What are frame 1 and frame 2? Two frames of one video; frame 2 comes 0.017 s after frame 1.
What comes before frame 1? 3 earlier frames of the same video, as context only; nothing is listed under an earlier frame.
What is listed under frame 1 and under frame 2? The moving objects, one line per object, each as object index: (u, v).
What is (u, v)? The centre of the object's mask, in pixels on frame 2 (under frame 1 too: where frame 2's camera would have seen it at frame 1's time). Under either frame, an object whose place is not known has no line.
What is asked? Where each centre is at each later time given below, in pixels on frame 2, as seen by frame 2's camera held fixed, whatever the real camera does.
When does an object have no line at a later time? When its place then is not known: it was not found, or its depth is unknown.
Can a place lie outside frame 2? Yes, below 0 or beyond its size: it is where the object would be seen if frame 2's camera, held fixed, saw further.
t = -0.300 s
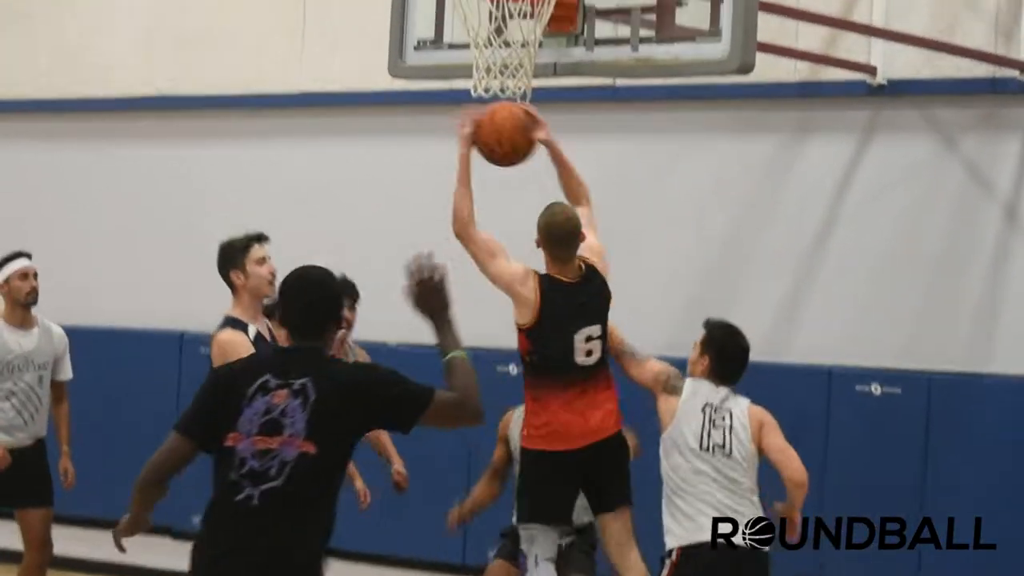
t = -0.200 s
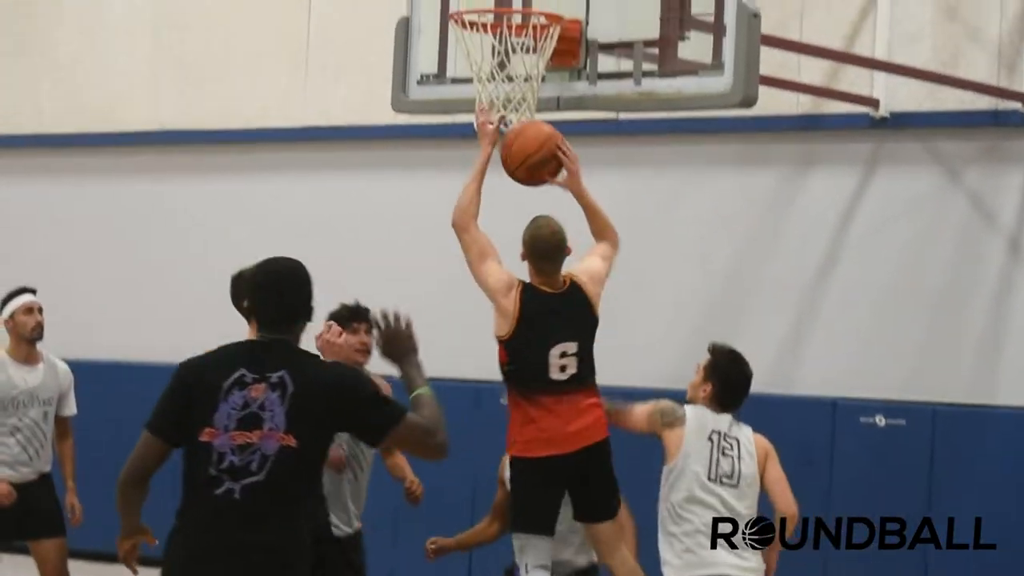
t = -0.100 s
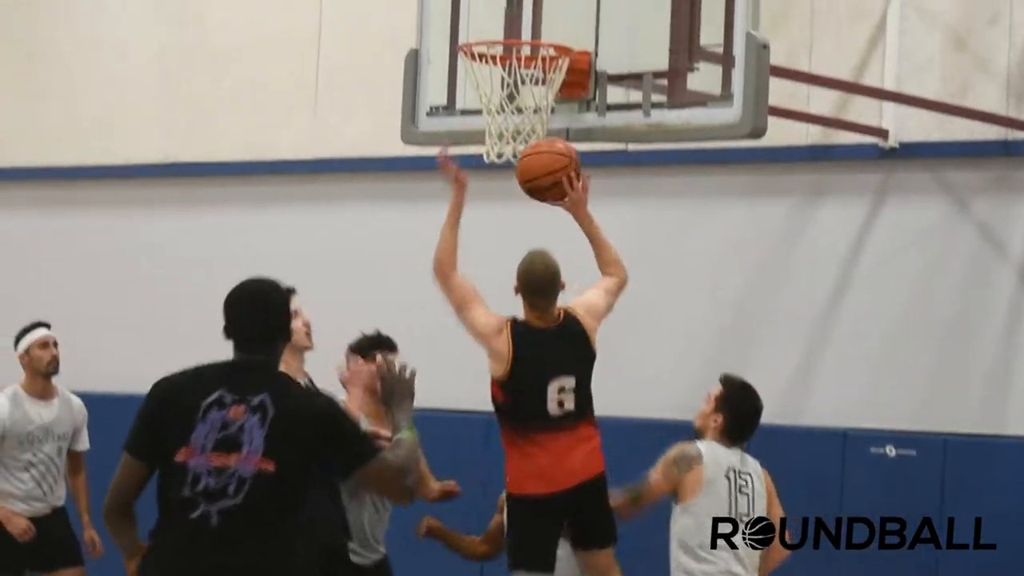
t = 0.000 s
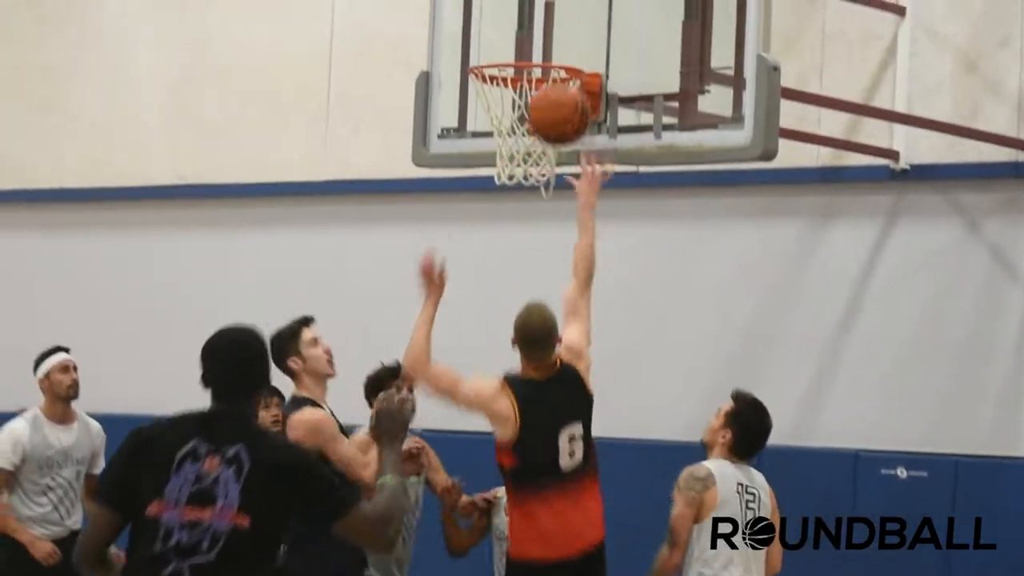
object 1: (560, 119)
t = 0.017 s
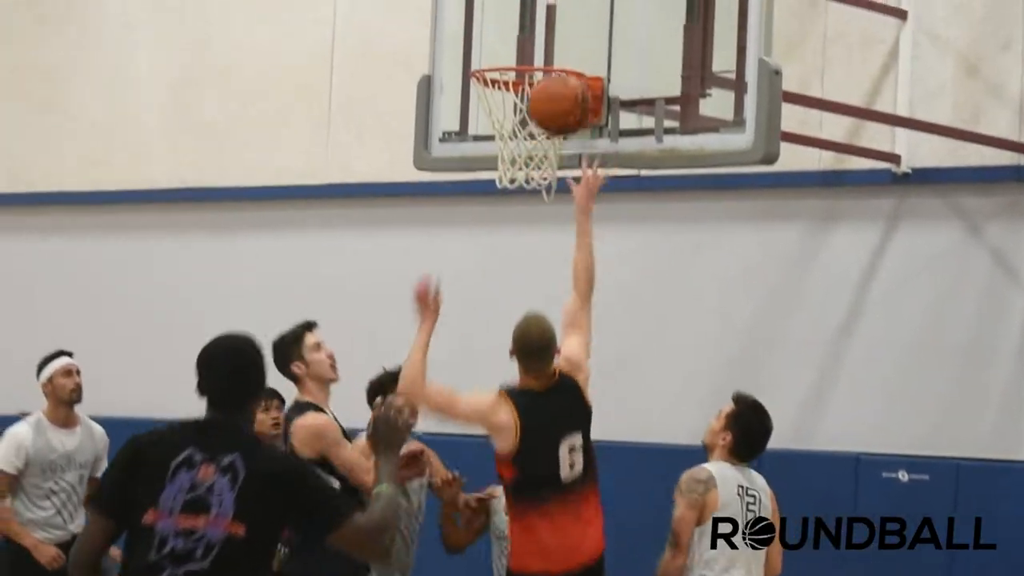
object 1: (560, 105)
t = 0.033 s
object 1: (559, 92)
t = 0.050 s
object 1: (558, 81)
